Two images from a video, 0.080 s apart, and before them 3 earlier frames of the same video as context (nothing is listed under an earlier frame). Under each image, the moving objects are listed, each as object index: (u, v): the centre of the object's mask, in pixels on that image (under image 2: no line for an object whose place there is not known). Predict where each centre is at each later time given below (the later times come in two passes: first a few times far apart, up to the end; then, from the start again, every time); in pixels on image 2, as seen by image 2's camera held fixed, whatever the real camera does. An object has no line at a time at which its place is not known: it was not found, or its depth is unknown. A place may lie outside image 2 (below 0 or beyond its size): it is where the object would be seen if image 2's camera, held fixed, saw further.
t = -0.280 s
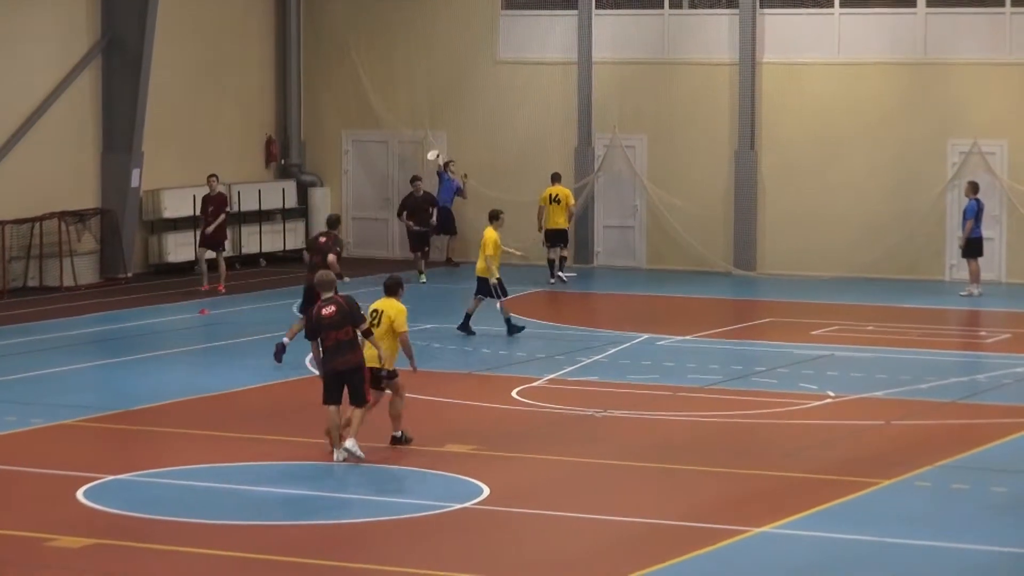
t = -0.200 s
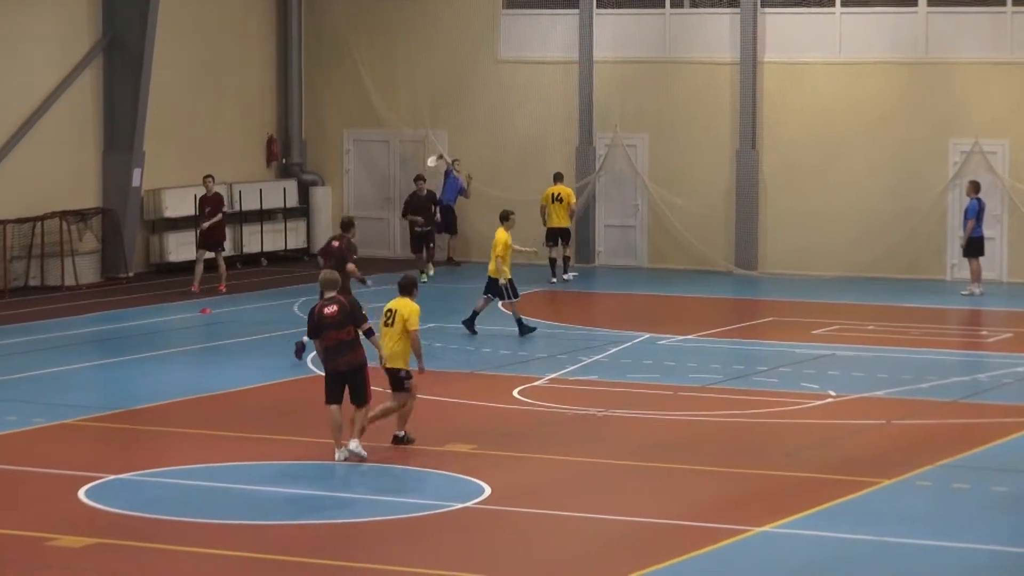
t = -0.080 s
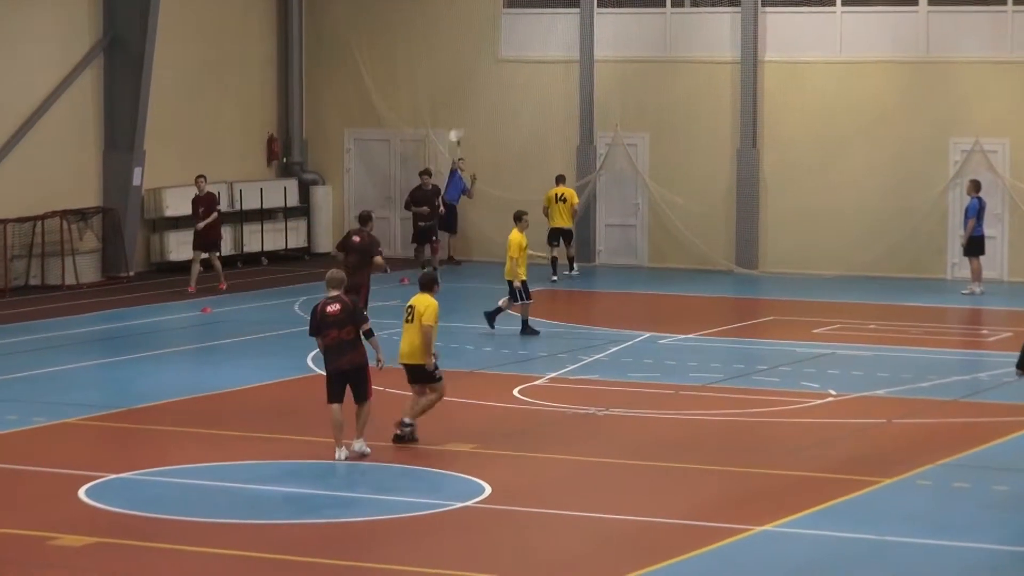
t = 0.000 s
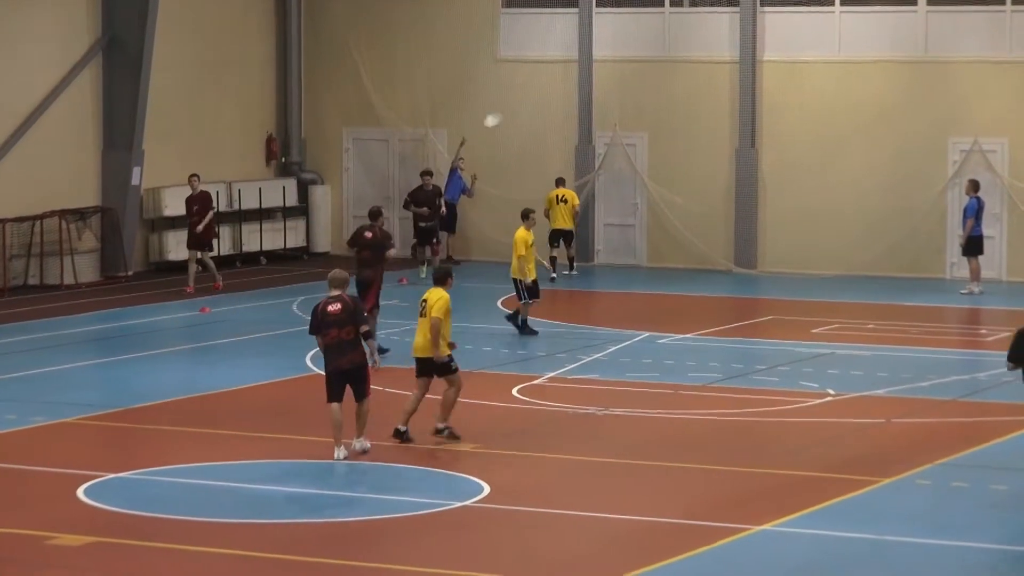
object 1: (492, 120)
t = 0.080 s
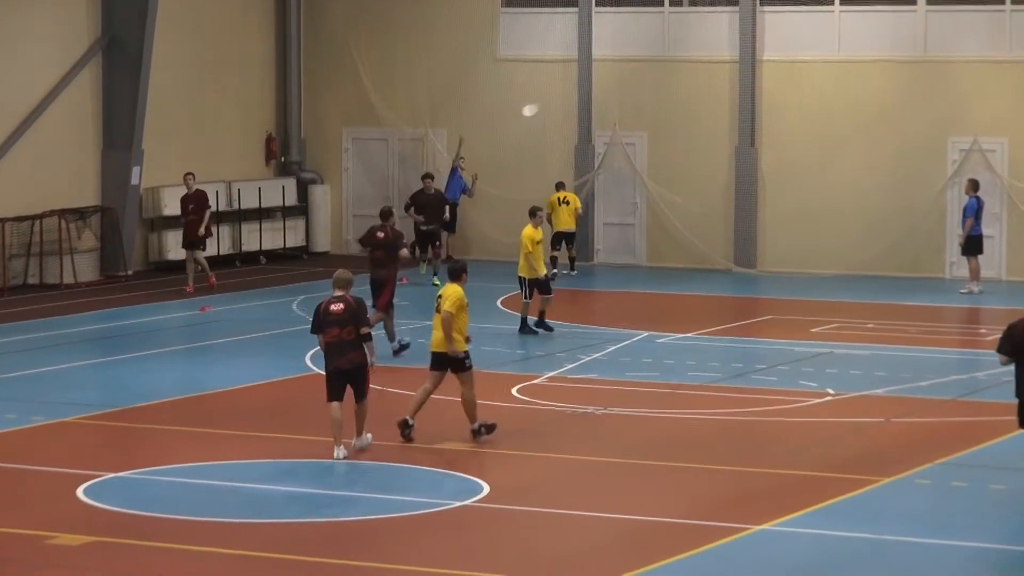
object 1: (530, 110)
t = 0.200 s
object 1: (587, 102)
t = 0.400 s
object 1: (682, 107)
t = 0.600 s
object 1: (772, 133)
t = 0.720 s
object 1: (825, 158)
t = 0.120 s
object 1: (549, 107)
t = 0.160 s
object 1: (568, 104)
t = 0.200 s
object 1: (587, 102)
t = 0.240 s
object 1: (605, 102)
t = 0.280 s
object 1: (625, 102)
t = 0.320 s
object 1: (644, 103)
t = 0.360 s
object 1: (663, 104)
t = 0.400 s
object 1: (682, 107)
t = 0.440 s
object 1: (700, 111)
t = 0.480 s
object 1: (718, 115)
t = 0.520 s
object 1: (736, 120)
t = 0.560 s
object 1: (754, 126)
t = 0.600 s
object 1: (772, 133)
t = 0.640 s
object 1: (789, 141)
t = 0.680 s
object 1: (807, 149)
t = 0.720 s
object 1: (825, 158)
